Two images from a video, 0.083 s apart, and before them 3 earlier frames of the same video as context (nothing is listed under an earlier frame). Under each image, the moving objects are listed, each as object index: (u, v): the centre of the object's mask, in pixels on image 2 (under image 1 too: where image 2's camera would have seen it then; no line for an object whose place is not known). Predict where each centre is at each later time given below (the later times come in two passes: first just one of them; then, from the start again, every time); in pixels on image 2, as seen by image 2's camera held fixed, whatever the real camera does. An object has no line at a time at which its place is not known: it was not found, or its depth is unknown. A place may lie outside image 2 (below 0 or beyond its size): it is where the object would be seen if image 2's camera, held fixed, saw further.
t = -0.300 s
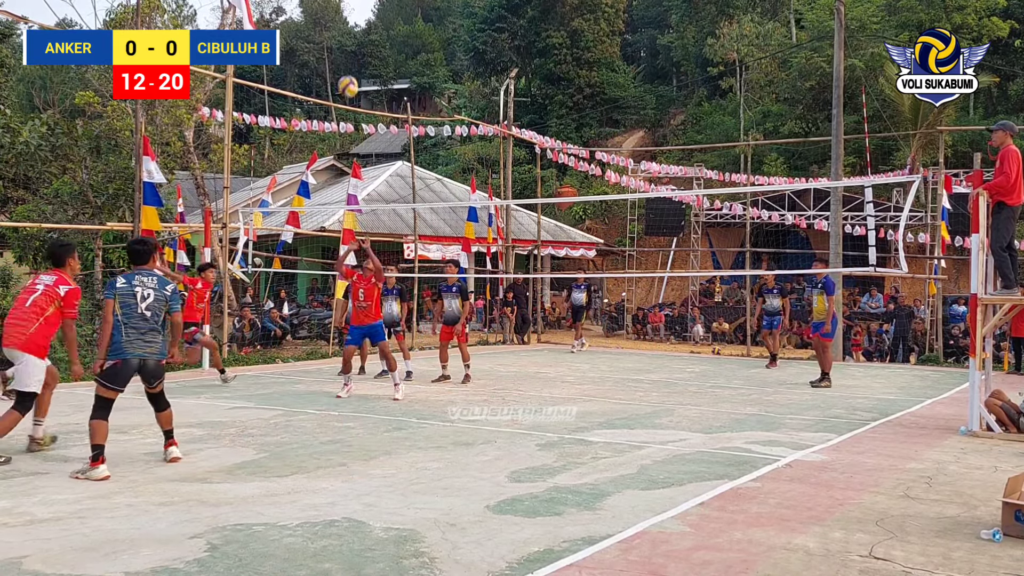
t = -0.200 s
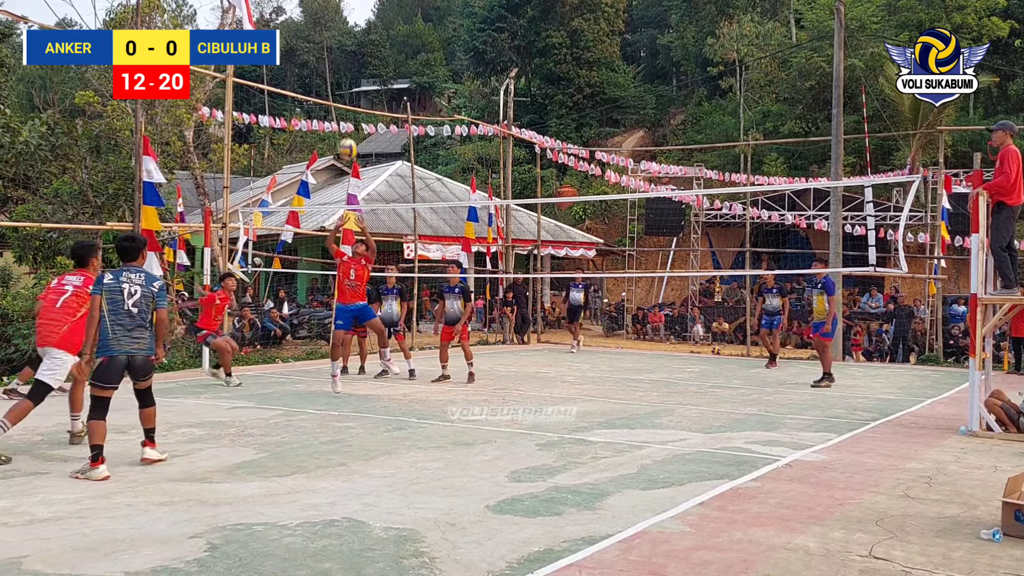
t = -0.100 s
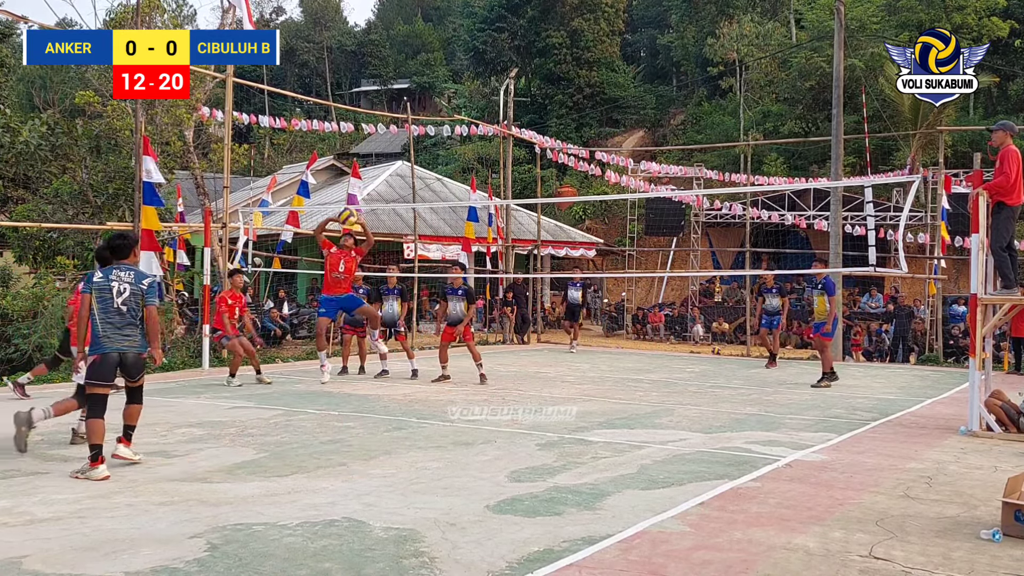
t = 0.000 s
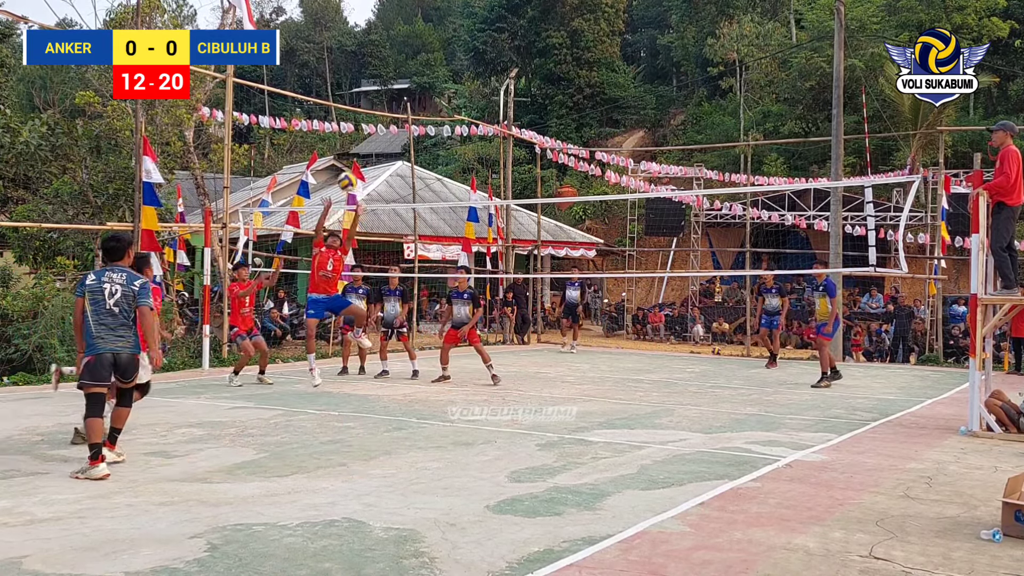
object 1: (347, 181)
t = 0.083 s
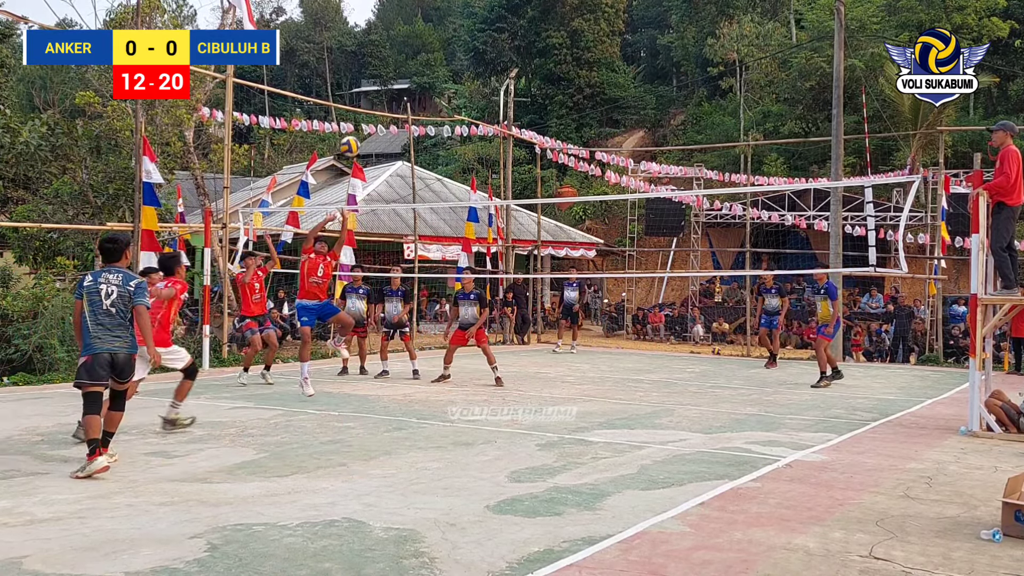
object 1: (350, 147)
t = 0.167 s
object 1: (353, 115)
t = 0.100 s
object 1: (351, 139)
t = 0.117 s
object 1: (352, 134)
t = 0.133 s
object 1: (351, 127)
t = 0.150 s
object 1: (352, 121)
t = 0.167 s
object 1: (353, 115)
